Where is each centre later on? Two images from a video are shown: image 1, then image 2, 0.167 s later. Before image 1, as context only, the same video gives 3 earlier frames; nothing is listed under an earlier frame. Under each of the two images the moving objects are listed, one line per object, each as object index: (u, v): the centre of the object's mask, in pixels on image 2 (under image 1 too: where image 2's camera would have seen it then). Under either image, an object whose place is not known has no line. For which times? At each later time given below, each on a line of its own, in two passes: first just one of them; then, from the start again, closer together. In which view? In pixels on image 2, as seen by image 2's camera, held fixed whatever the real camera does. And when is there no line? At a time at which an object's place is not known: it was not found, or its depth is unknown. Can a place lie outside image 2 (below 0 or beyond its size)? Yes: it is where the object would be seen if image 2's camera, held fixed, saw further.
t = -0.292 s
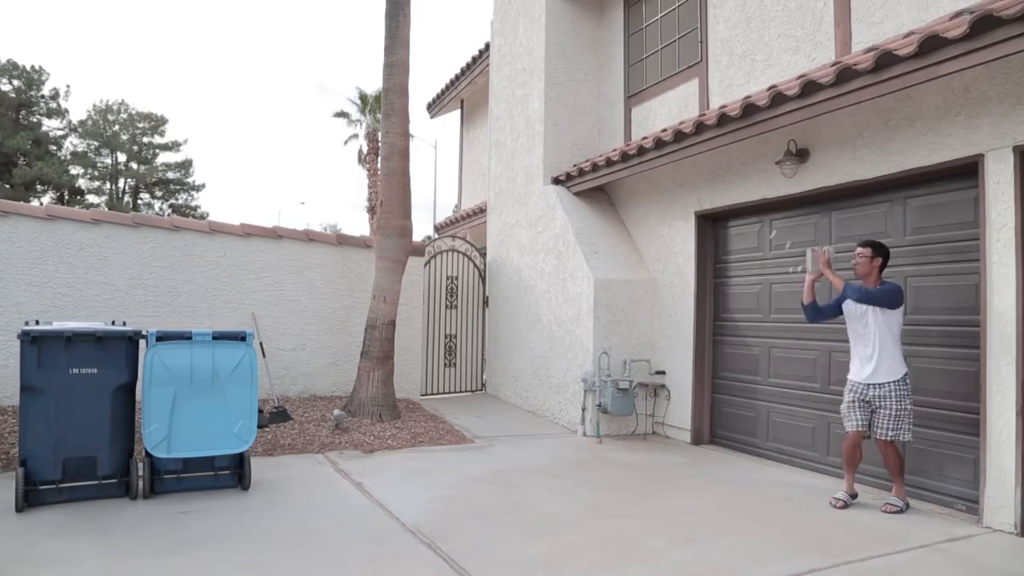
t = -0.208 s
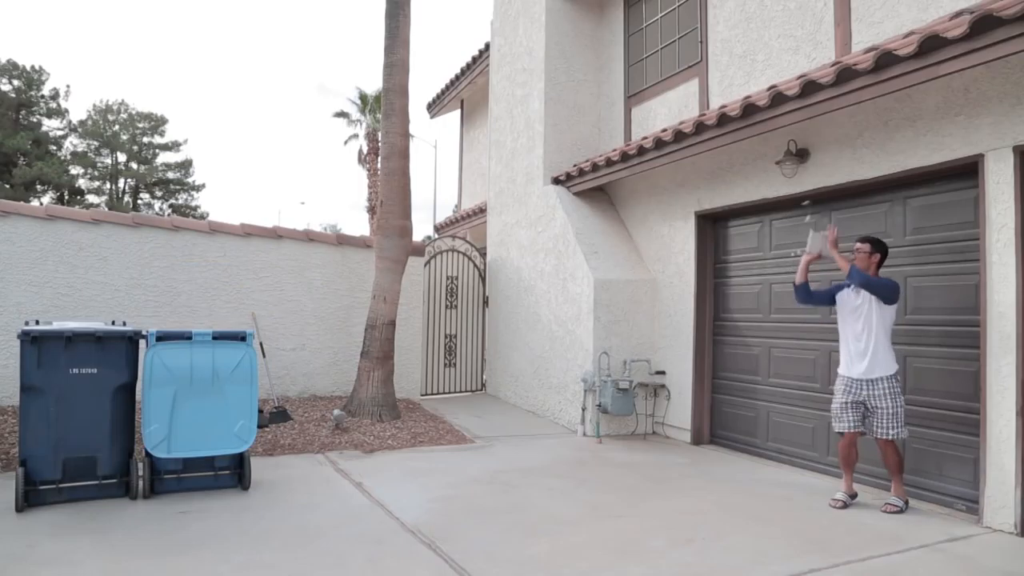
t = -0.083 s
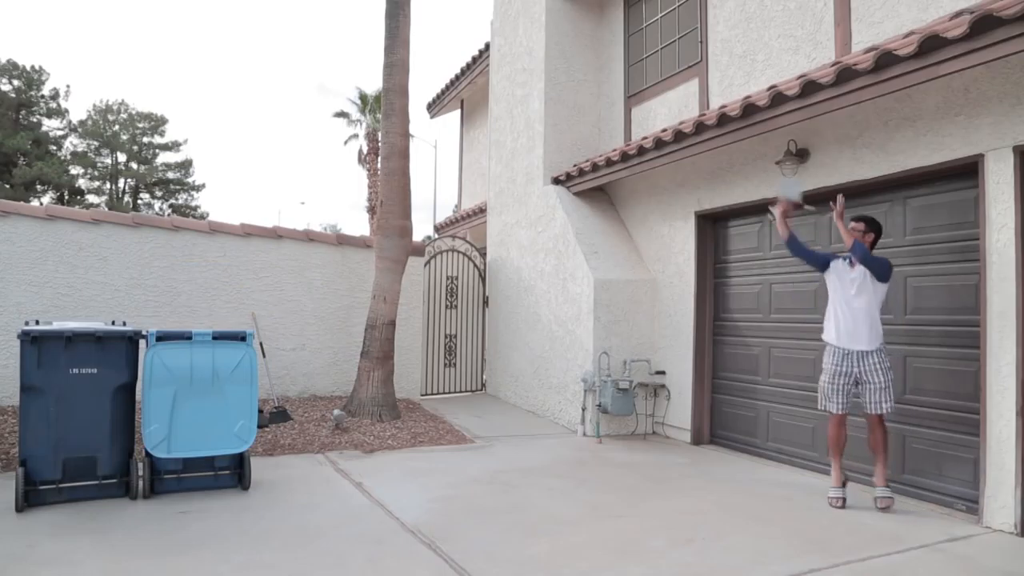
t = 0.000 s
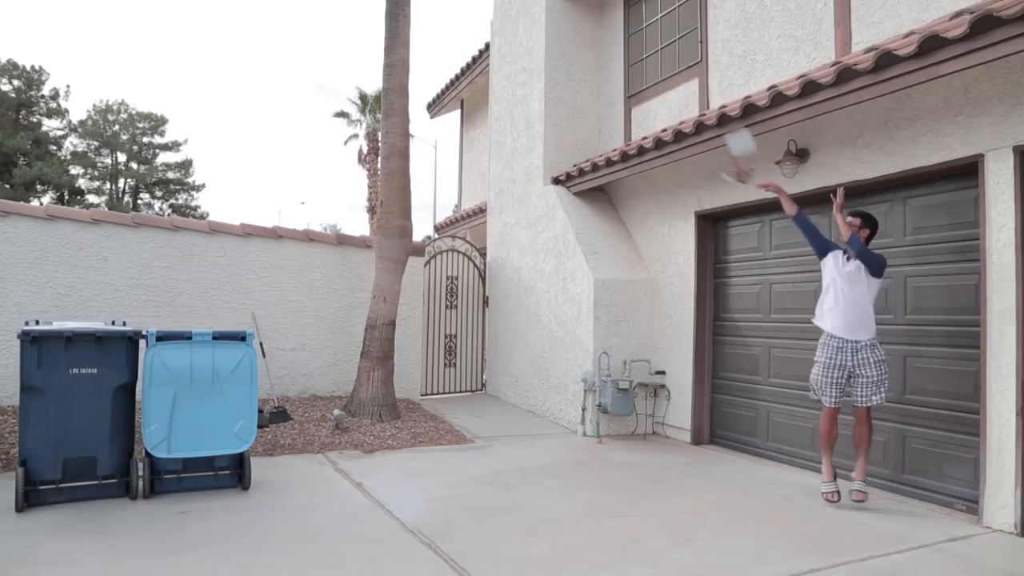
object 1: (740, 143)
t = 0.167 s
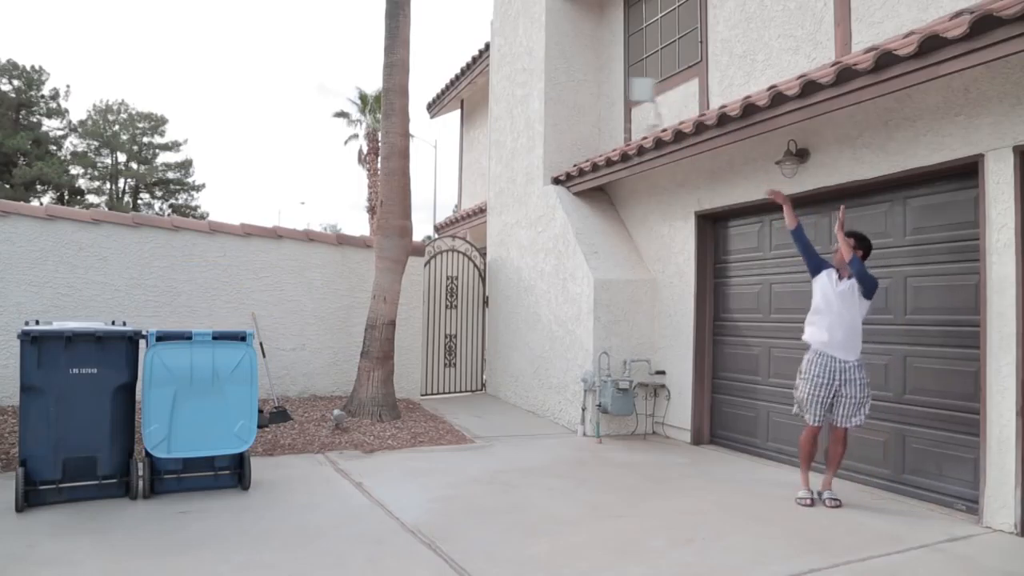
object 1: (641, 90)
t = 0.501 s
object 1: (455, 109)
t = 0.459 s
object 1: (476, 99)
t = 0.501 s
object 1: (455, 109)
